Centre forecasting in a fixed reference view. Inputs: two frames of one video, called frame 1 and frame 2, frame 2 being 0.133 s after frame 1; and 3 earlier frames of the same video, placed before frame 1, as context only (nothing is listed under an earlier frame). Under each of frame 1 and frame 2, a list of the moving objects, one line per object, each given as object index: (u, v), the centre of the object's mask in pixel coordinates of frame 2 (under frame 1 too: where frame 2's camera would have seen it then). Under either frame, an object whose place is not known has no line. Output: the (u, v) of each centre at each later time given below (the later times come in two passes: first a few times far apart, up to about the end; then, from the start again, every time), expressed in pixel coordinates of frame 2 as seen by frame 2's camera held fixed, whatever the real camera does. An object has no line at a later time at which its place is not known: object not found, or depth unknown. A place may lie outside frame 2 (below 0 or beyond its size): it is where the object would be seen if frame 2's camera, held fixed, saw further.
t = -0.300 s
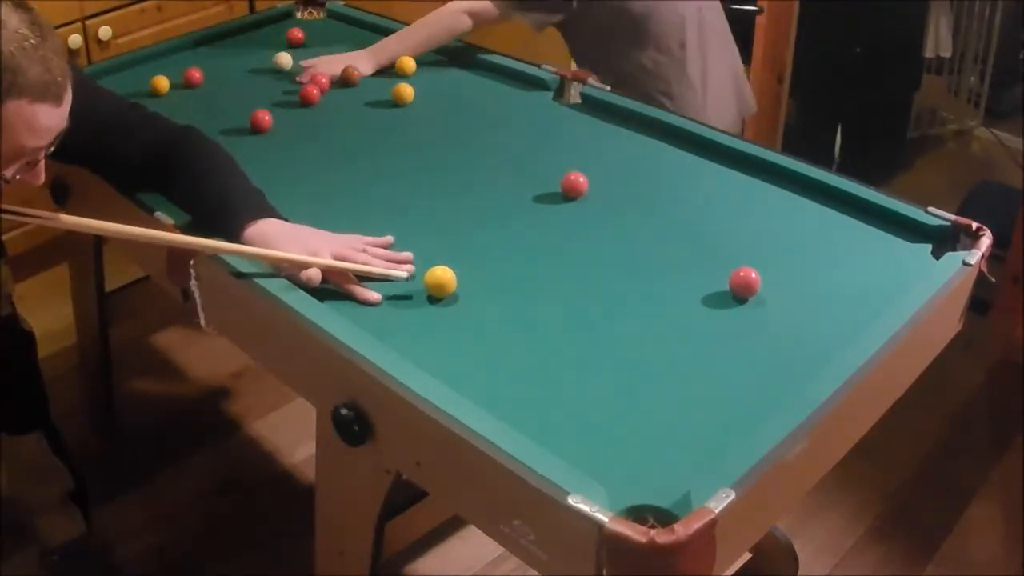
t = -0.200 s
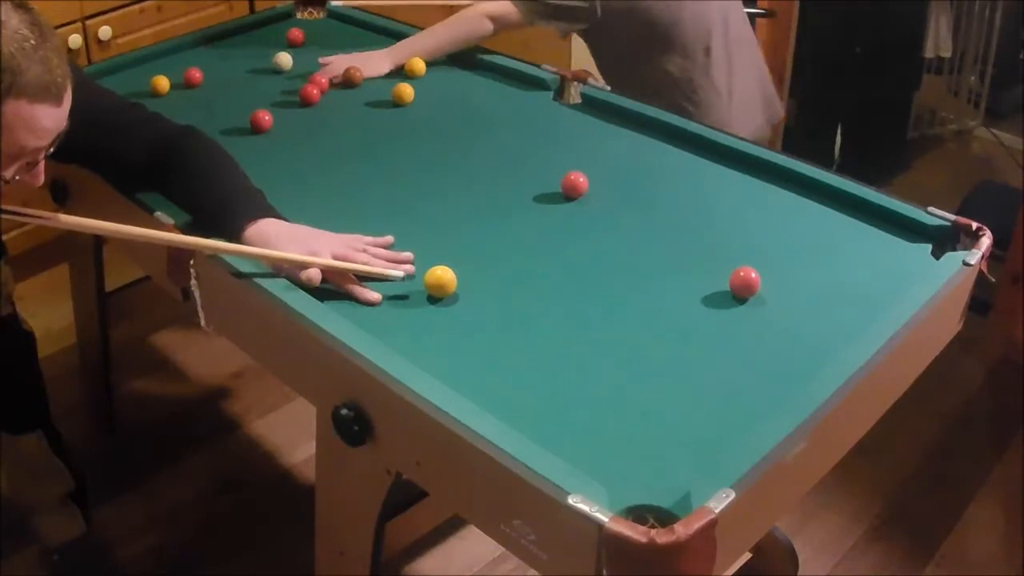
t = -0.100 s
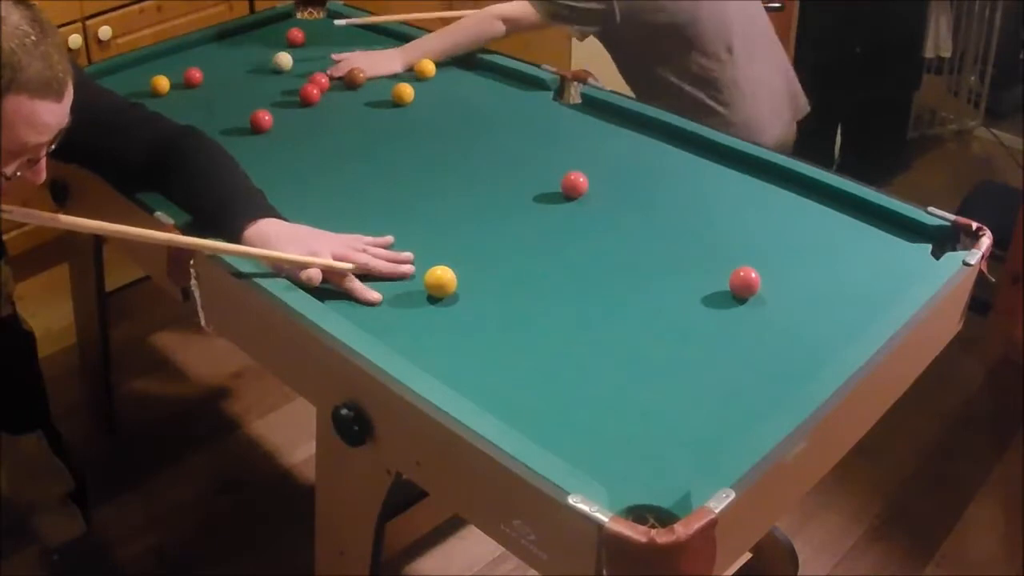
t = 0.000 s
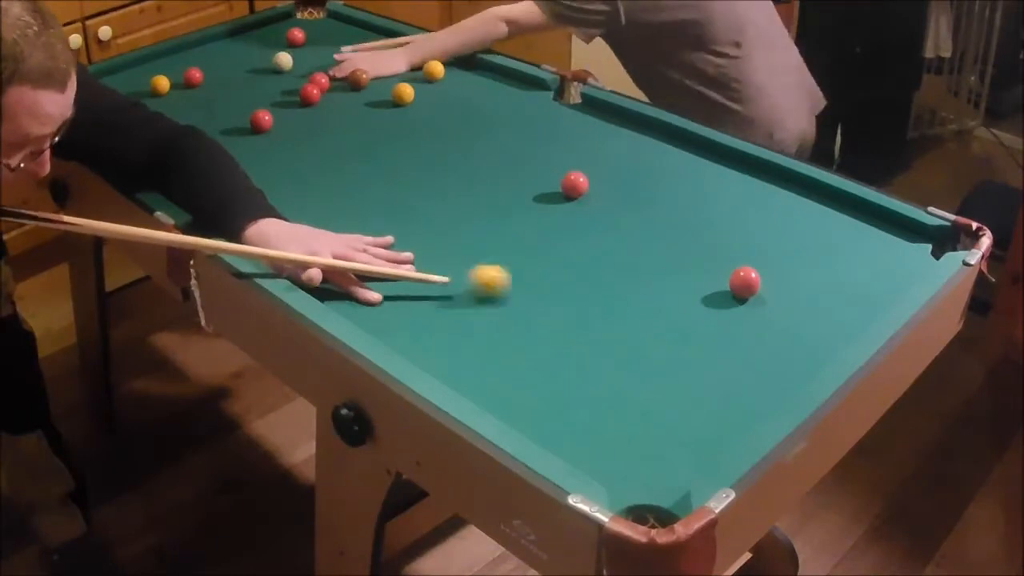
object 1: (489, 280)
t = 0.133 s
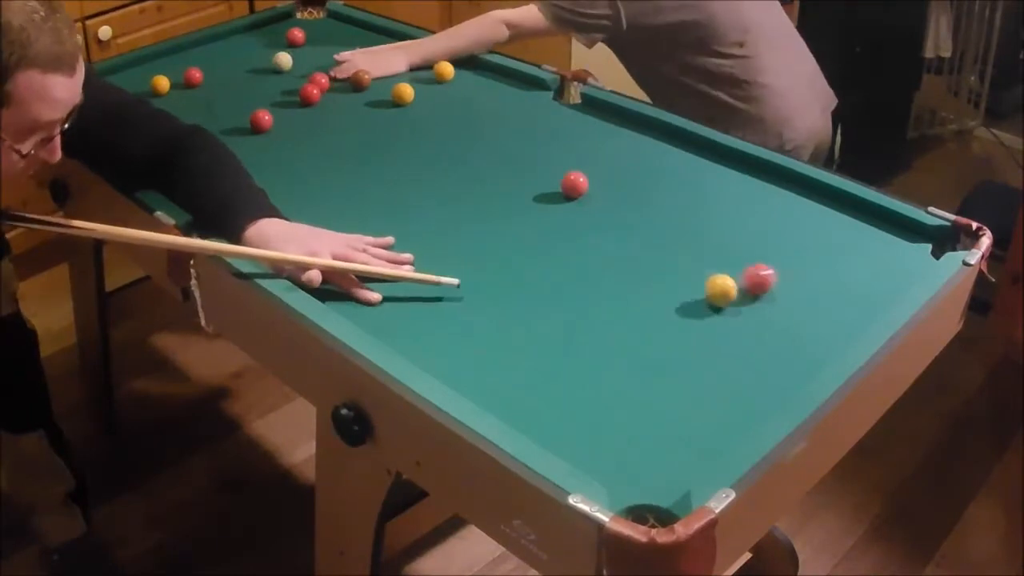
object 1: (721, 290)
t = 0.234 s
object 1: (758, 314)
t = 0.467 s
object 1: (809, 347)
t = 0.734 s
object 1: (766, 337)
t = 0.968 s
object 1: (738, 331)
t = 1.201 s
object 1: (719, 328)
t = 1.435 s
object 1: (711, 326)
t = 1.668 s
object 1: (711, 326)
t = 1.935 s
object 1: (711, 326)
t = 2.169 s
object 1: (711, 326)
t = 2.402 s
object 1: (711, 326)
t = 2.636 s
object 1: (711, 327)
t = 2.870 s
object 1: (711, 327)
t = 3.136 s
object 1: (711, 327)
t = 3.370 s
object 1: (712, 326)
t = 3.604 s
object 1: (711, 327)
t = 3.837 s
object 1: (711, 326)
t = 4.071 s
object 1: (711, 327)
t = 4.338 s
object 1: (712, 326)
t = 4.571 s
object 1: (712, 327)
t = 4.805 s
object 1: (712, 327)
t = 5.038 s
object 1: (712, 327)
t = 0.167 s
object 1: (733, 299)
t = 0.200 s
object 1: (745, 306)
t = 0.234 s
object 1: (758, 314)
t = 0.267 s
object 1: (772, 321)
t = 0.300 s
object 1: (785, 328)
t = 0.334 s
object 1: (799, 336)
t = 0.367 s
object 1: (813, 343)
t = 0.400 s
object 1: (824, 350)
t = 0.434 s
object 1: (816, 348)
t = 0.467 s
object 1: (809, 347)
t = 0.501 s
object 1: (803, 345)
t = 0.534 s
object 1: (797, 344)
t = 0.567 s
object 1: (791, 342)
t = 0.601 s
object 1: (786, 341)
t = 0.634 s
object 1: (780, 340)
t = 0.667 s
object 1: (775, 338)
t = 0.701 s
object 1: (771, 337)
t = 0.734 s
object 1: (766, 337)
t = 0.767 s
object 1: (761, 336)
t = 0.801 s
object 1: (757, 334)
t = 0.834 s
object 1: (752, 334)
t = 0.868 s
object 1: (748, 333)
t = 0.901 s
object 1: (745, 332)
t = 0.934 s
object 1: (742, 332)
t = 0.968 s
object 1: (738, 331)
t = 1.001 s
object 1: (735, 331)
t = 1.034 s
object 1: (732, 330)
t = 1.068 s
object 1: (729, 329)
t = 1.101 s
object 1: (726, 329)
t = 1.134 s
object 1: (725, 329)
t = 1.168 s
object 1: (721, 328)
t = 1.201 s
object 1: (719, 328)
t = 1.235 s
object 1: (717, 328)
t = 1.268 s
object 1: (716, 327)
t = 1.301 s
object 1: (714, 327)
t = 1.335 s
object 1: (713, 327)
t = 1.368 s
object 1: (712, 327)
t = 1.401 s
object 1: (711, 326)
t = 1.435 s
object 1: (711, 326)
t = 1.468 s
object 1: (711, 326)
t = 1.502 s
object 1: (711, 326)
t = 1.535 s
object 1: (711, 326)
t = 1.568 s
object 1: (711, 326)
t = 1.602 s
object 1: (711, 326)
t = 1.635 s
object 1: (711, 326)
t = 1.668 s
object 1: (711, 326)
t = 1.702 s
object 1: (711, 326)
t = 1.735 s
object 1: (711, 326)
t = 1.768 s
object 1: (711, 326)
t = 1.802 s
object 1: (711, 326)
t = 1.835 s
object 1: (711, 326)
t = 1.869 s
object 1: (711, 326)
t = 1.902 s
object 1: (711, 326)
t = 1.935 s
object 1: (711, 326)
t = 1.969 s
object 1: (711, 326)
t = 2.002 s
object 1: (711, 326)
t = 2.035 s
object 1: (711, 326)
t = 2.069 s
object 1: (711, 326)
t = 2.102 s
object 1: (711, 326)
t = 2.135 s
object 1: (711, 326)
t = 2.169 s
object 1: (711, 326)
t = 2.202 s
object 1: (711, 326)
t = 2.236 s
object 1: (711, 326)
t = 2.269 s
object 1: (711, 326)
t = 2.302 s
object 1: (711, 326)
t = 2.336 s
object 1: (711, 326)
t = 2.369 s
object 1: (711, 326)
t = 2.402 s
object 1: (711, 326)
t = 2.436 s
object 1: (711, 327)
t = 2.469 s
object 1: (711, 327)
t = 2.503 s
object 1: (711, 326)
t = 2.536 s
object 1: (711, 327)
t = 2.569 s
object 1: (711, 326)
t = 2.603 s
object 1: (711, 327)
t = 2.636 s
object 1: (711, 327)
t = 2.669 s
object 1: (711, 327)
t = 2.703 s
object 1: (711, 326)
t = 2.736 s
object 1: (711, 327)
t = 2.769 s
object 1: (711, 327)
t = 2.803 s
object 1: (711, 327)
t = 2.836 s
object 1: (711, 326)
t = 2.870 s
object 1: (711, 327)
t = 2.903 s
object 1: (711, 326)
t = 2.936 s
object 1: (711, 327)
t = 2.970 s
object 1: (711, 327)
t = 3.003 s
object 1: (711, 327)
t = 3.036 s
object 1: (711, 326)
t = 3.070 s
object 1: (711, 327)
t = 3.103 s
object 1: (711, 327)
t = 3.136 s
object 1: (711, 327)
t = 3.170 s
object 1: (712, 326)
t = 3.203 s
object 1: (711, 327)
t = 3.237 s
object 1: (712, 327)
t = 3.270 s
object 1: (712, 327)
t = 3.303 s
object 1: (711, 327)
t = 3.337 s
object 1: (712, 326)
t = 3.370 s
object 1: (712, 326)
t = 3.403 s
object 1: (712, 327)
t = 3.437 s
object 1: (712, 326)
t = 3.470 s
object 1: (711, 327)
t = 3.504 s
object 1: (711, 327)
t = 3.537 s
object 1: (711, 327)
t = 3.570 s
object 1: (712, 327)
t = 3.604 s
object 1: (711, 327)
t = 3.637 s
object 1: (711, 327)
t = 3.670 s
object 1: (711, 327)
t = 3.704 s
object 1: (712, 326)
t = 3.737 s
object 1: (711, 327)
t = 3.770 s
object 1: (711, 326)
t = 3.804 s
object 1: (711, 327)
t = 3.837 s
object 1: (711, 326)
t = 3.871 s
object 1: (712, 327)
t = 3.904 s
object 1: (712, 326)
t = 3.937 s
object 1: (711, 327)
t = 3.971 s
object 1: (712, 326)
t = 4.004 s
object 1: (711, 327)
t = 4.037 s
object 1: (712, 326)
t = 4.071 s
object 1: (711, 327)
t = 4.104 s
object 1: (712, 326)
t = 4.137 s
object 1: (712, 327)
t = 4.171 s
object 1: (712, 327)
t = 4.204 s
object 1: (712, 327)
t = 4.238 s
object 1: (712, 326)
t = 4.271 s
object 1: (712, 327)
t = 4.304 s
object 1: (712, 327)
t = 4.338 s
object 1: (712, 326)
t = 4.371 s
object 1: (712, 327)
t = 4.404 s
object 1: (712, 327)
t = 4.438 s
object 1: (712, 326)
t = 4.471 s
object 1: (712, 327)
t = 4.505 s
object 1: (712, 327)
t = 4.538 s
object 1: (712, 326)
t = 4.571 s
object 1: (712, 327)
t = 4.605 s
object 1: (712, 326)
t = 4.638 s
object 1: (712, 327)
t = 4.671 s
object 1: (712, 326)
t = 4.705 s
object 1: (712, 327)
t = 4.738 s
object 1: (712, 327)
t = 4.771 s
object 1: (712, 327)
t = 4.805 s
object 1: (712, 327)
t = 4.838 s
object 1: (712, 327)
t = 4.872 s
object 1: (712, 327)
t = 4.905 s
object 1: (712, 327)
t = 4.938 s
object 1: (712, 327)
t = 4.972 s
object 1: (712, 327)
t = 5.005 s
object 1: (712, 327)
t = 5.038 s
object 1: (712, 327)
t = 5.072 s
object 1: (712, 327)
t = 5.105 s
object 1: (712, 327)
